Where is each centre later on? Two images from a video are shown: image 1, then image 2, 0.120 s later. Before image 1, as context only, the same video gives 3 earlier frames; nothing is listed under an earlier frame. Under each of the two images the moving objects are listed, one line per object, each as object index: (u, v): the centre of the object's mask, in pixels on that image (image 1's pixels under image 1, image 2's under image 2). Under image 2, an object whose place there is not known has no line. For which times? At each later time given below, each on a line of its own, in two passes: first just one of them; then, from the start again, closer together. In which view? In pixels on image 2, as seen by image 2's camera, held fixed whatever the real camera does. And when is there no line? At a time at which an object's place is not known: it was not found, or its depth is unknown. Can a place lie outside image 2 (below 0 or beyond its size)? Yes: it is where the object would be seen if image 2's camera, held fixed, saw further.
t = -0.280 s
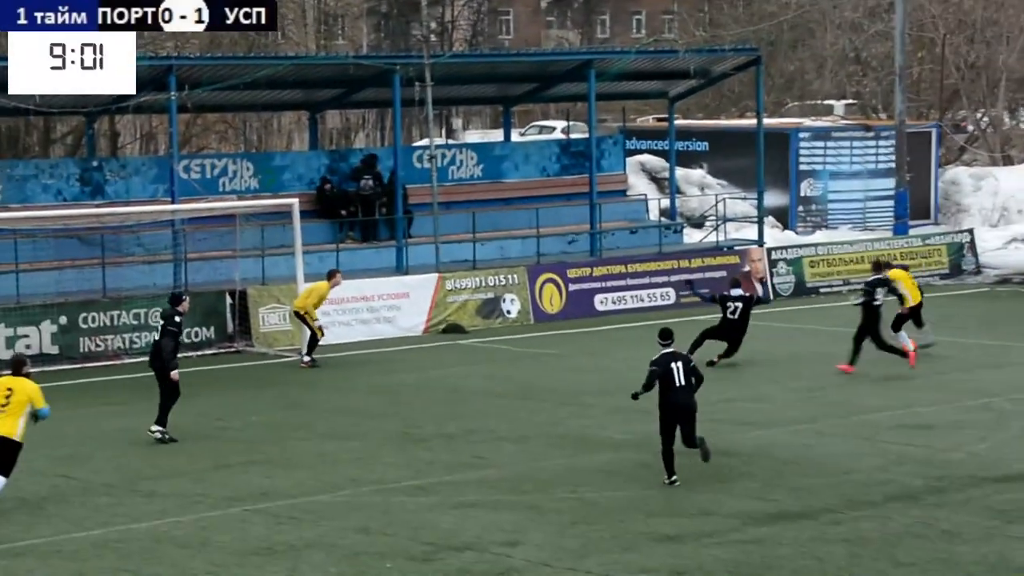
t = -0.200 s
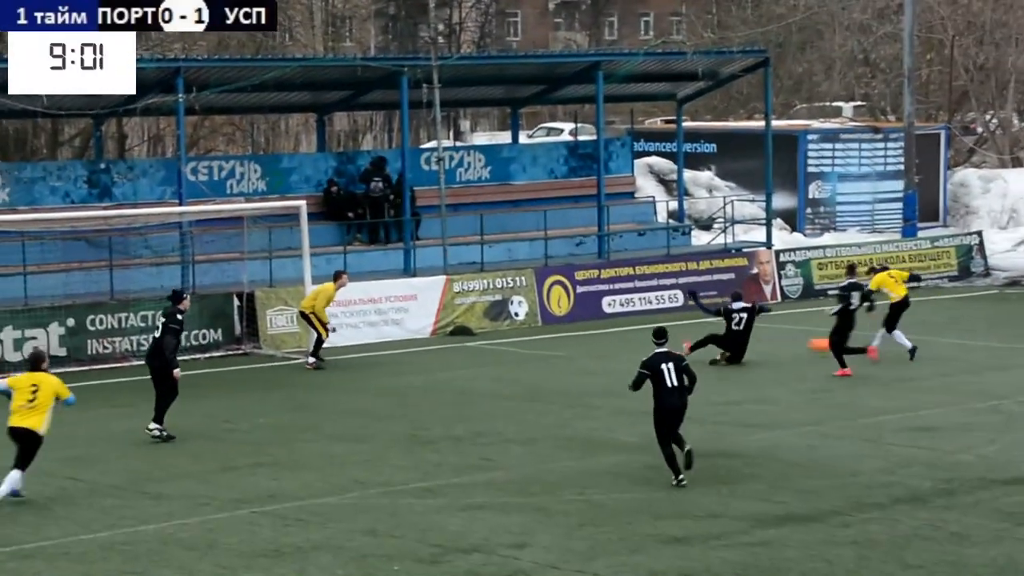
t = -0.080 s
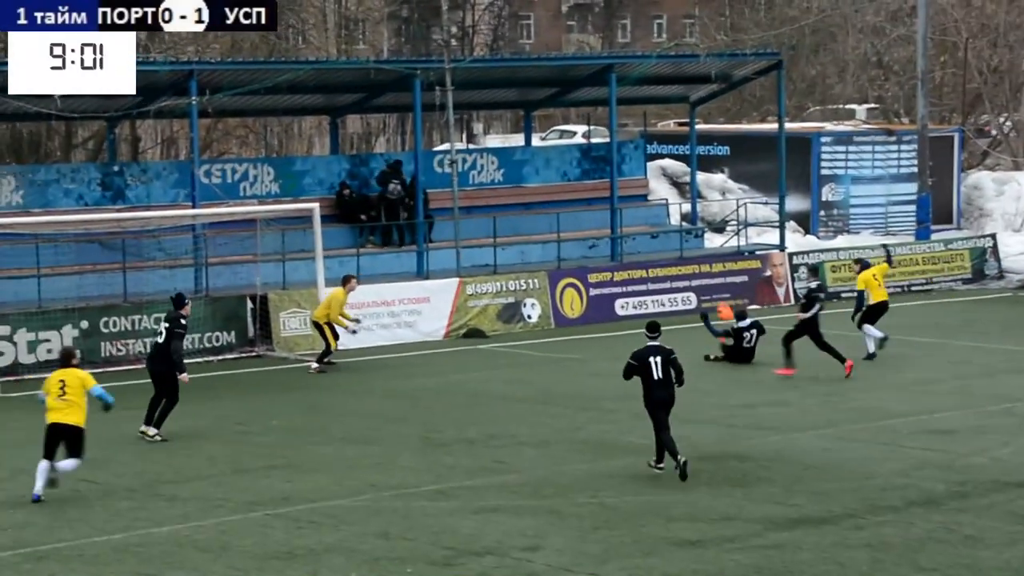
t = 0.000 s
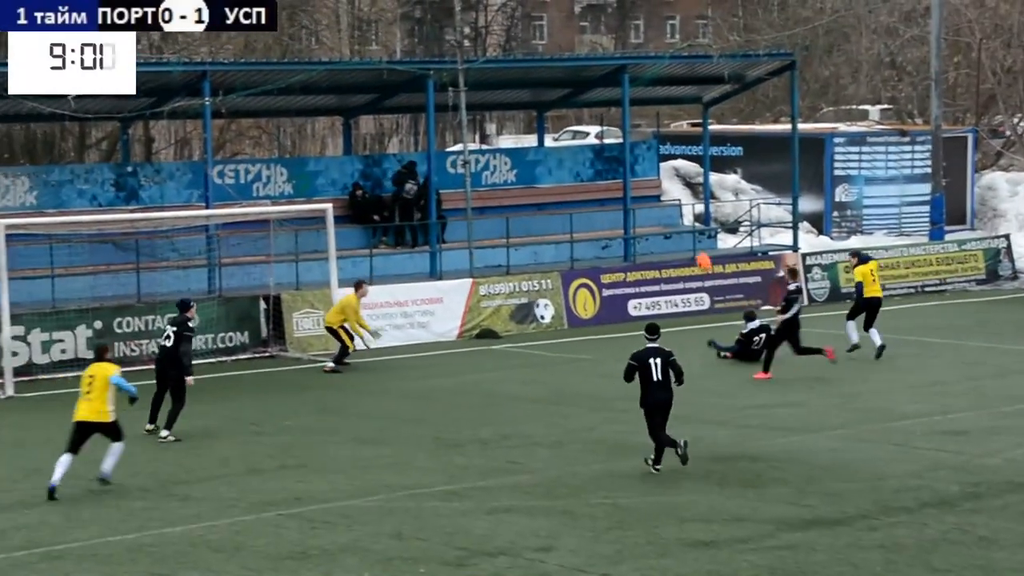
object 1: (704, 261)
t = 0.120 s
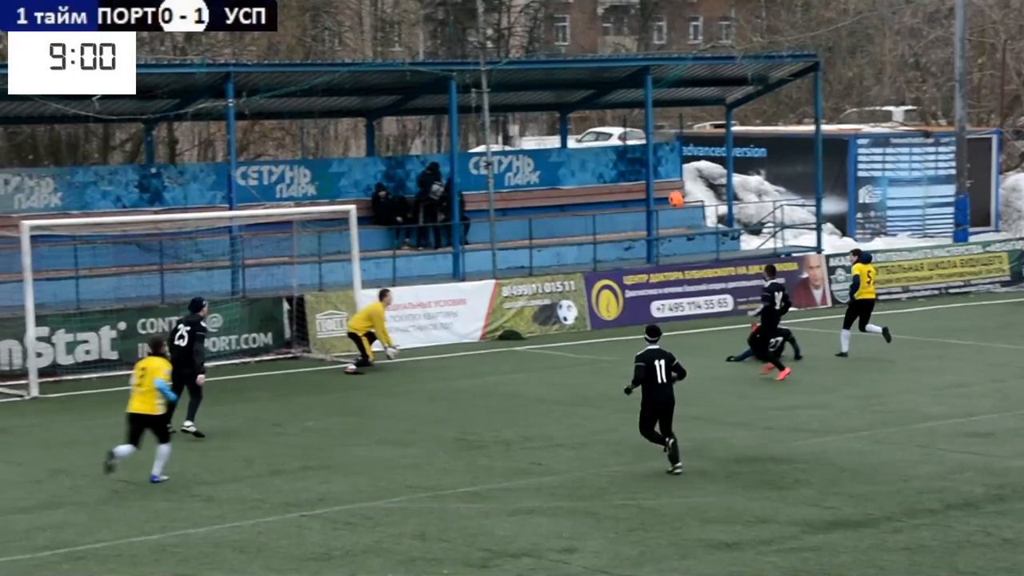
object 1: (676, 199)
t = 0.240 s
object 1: (634, 150)
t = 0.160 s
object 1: (662, 180)
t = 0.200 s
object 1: (648, 165)
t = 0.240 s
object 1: (634, 150)
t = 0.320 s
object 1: (605, 123)
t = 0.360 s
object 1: (593, 112)
